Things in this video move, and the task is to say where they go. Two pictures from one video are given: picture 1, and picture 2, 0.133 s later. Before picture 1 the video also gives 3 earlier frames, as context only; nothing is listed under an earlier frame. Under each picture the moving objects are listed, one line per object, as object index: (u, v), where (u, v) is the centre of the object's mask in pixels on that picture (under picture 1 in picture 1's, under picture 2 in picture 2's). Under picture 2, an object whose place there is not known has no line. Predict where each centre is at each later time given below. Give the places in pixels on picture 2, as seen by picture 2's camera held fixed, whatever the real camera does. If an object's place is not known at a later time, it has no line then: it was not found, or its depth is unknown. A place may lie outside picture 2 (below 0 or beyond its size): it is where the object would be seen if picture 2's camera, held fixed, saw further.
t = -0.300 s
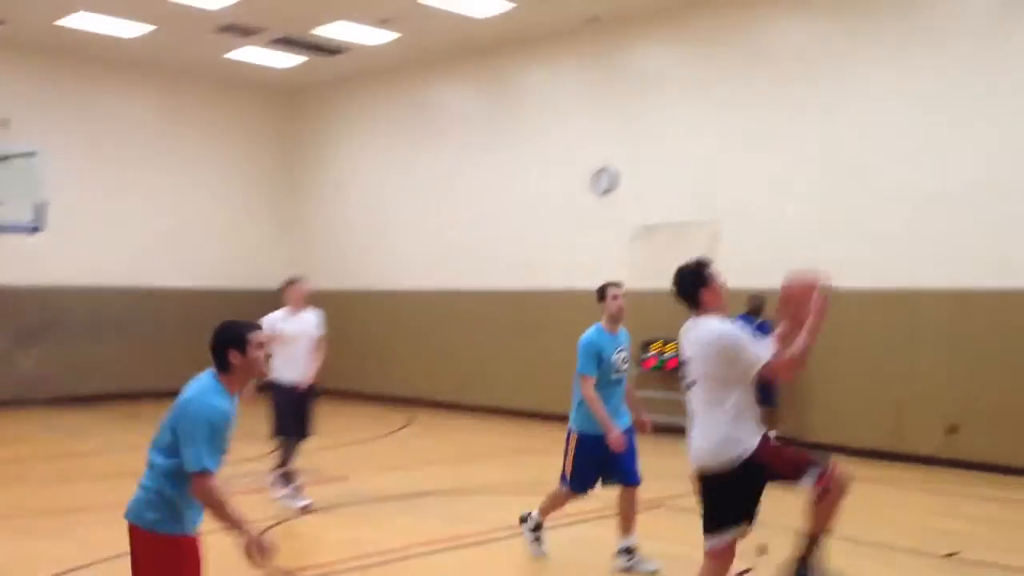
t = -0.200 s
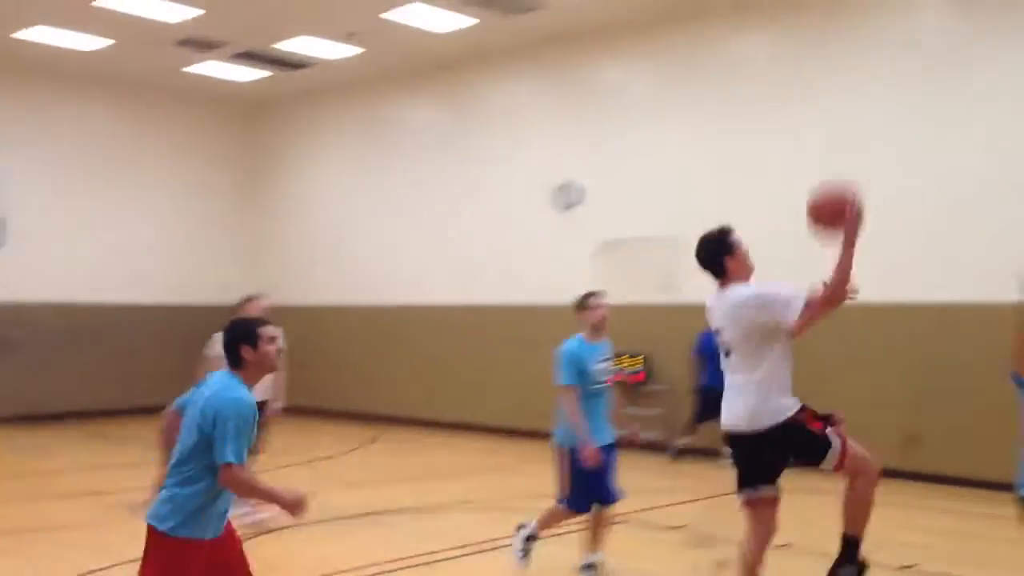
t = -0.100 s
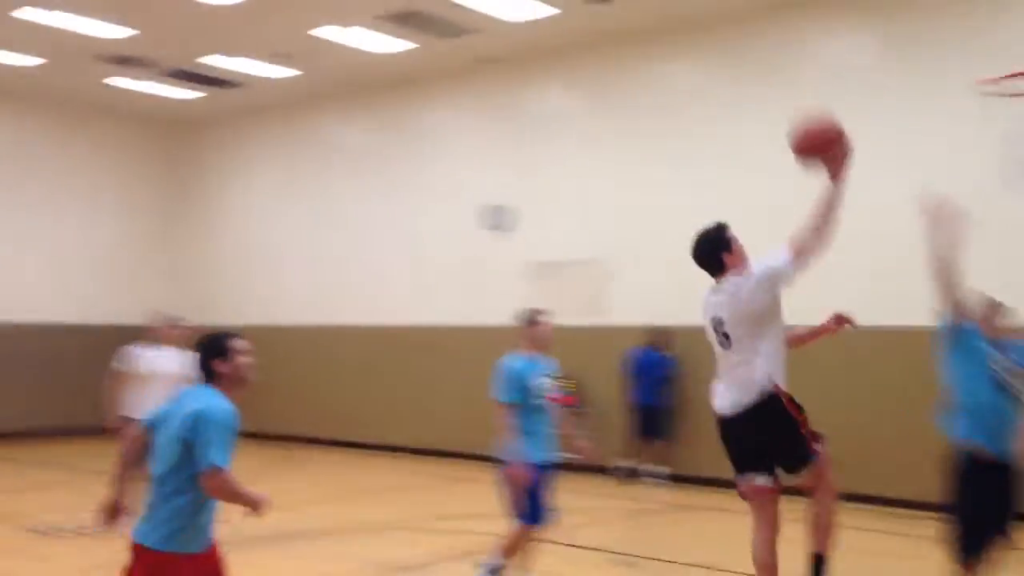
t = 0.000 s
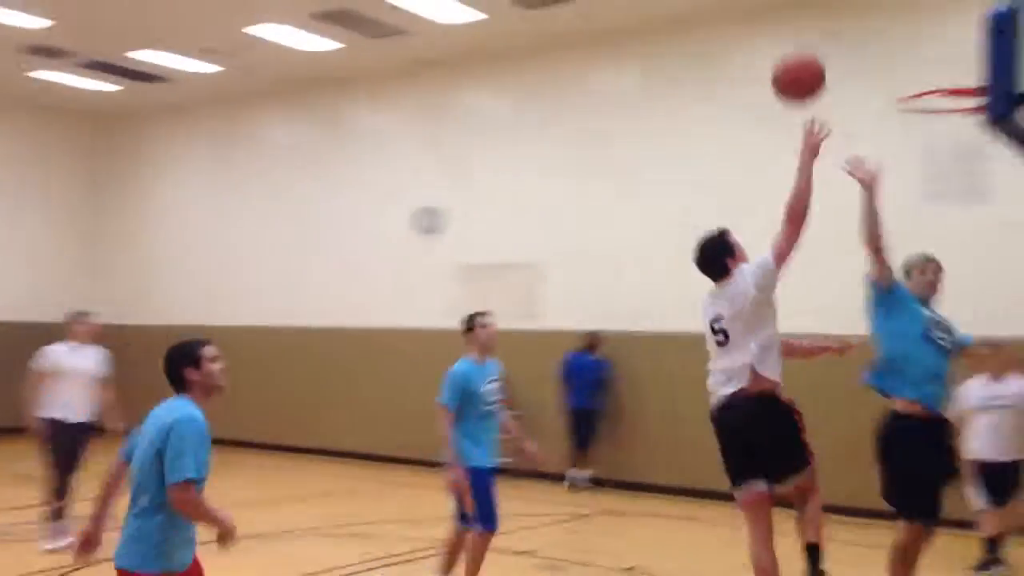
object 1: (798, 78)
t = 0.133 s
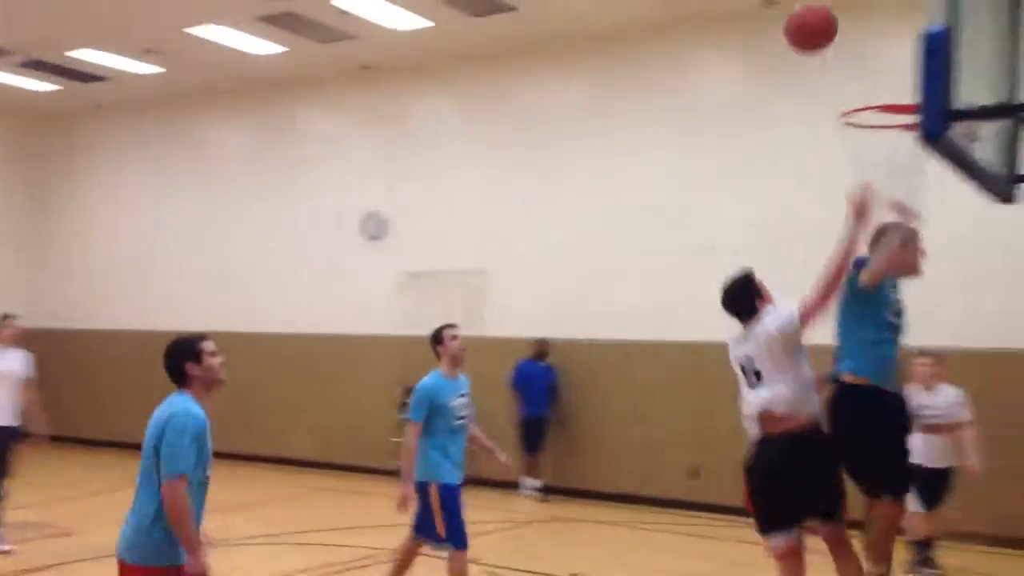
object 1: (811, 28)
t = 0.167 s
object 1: (822, 17)
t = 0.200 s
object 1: (837, 10)
